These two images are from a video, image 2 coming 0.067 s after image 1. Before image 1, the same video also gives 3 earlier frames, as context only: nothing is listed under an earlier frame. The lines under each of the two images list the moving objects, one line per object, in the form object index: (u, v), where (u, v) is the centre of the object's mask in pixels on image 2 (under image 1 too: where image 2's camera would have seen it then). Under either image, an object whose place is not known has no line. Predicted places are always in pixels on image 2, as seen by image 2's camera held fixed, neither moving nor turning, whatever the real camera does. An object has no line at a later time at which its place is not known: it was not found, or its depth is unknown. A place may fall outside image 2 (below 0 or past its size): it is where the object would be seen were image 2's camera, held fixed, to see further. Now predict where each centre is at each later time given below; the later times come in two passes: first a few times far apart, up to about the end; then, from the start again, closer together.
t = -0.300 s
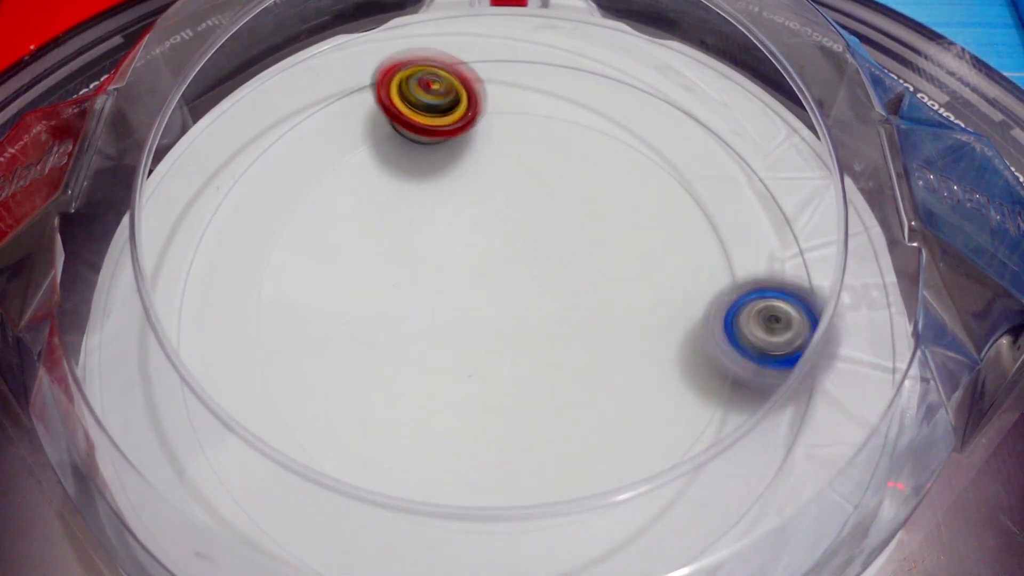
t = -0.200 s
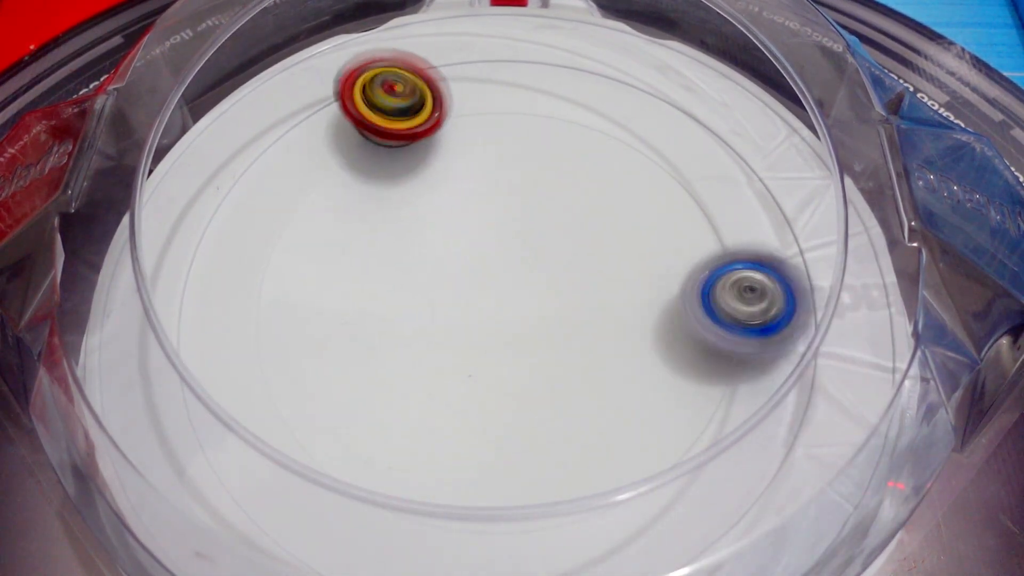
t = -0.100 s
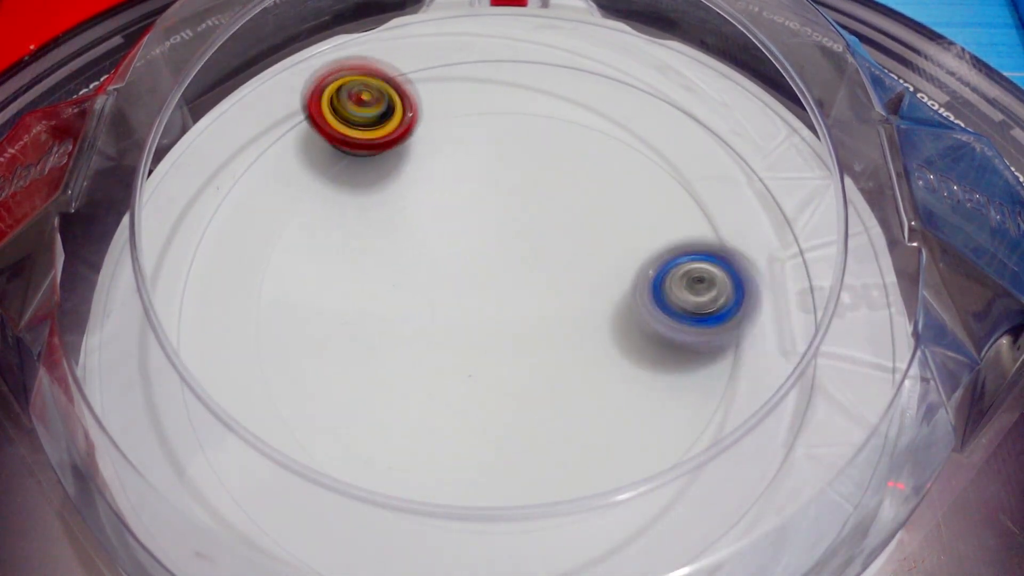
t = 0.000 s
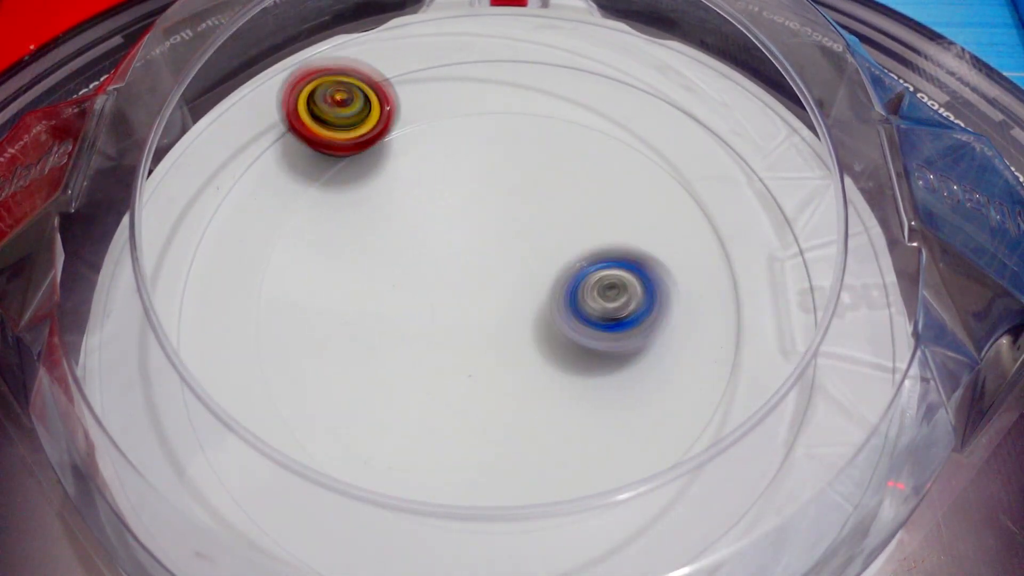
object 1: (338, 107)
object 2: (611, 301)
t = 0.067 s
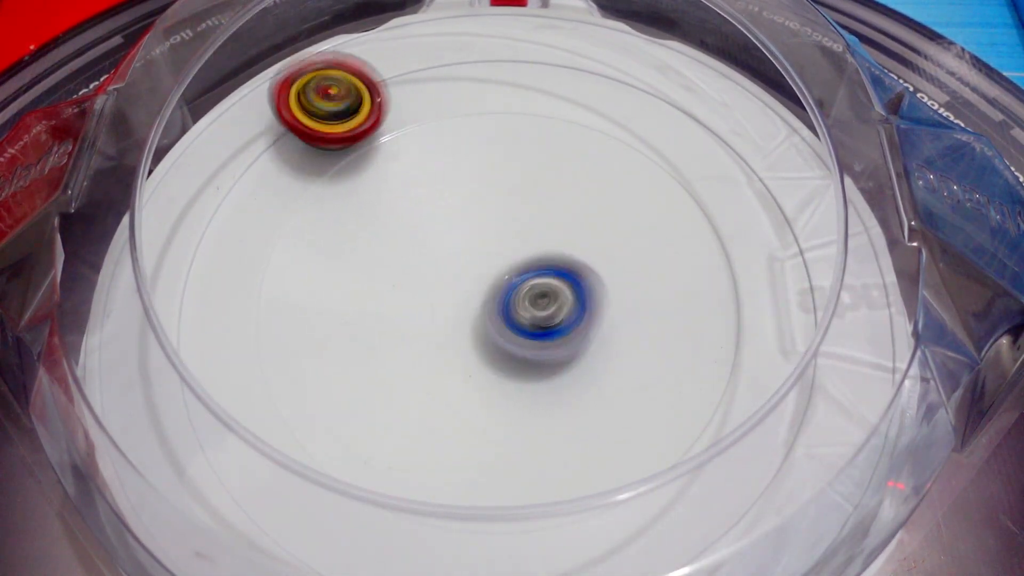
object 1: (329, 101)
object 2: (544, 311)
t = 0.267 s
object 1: (340, 84)
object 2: (400, 282)
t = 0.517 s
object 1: (387, 53)
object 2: (455, 223)
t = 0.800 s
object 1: (432, 48)
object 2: (573, 289)
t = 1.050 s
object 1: (466, 53)
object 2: (422, 353)
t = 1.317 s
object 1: (486, 123)
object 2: (397, 217)
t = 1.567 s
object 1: (623, 150)
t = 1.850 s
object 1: (689, 193)
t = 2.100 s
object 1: (685, 98)
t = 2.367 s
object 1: (557, 138)
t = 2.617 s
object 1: (453, 281)
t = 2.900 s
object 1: (423, 306)
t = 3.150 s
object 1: (477, 231)
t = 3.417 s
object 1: (512, 132)
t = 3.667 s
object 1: (503, 182)
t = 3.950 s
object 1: (390, 295)
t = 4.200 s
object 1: (393, 329)
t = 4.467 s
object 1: (392, 263)
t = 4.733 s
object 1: (216, 133)
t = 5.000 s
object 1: (373, 236)
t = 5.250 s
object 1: (431, 404)
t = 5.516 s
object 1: (517, 420)
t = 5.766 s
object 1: (547, 337)
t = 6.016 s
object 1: (594, 289)
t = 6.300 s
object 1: (563, 232)
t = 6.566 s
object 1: (467, 197)
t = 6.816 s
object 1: (429, 251)
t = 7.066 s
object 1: (406, 285)
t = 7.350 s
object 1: (404, 285)
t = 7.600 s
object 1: (408, 288)
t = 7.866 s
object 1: (415, 306)
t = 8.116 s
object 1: (434, 300)
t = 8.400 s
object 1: (444, 259)
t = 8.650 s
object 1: (443, 270)
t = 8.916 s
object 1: (442, 284)
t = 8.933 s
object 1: (443, 283)
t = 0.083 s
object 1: (327, 99)
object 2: (526, 313)
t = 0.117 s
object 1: (326, 93)
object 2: (491, 316)
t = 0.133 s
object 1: (325, 89)
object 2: (477, 314)
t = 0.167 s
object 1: (323, 81)
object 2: (451, 309)
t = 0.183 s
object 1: (325, 81)
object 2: (439, 304)
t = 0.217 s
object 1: (331, 82)
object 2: (421, 296)
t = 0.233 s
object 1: (333, 83)
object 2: (411, 292)
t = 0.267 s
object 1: (340, 84)
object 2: (400, 282)
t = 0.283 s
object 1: (343, 83)
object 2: (397, 277)
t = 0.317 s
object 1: (350, 82)
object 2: (394, 266)
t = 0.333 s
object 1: (352, 81)
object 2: (393, 259)
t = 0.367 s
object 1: (360, 78)
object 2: (396, 253)
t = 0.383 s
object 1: (362, 75)
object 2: (401, 249)
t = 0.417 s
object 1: (368, 71)
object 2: (409, 241)
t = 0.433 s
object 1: (372, 67)
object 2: (417, 235)
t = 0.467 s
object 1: (377, 60)
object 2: (432, 231)
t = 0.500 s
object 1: (384, 53)
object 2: (447, 228)
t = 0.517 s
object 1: (387, 53)
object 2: (455, 223)
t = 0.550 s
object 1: (393, 54)
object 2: (473, 221)
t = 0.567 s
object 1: (397, 55)
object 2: (483, 219)
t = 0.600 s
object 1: (404, 53)
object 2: (500, 217)
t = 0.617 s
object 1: (406, 52)
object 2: (512, 216)
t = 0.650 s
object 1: (412, 48)
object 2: (532, 219)
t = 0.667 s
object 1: (415, 47)
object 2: (539, 222)
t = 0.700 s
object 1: (419, 46)
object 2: (556, 233)
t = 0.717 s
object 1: (421, 47)
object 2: (562, 242)
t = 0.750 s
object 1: (425, 47)
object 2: (571, 259)
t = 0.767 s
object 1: (427, 48)
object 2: (574, 268)
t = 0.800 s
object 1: (432, 48)
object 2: (573, 289)
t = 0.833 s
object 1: (435, 47)
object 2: (565, 311)
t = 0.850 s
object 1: (438, 47)
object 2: (555, 323)
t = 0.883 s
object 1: (443, 47)
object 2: (539, 340)
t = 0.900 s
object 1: (445, 47)
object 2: (530, 348)
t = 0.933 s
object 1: (450, 48)
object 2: (505, 360)
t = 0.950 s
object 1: (452, 47)
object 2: (493, 362)
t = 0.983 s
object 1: (456, 49)
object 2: (468, 364)
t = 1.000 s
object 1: (459, 50)
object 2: (455, 363)
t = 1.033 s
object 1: (463, 51)
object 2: (432, 356)
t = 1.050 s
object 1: (466, 53)
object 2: (422, 353)
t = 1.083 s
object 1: (470, 55)
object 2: (402, 340)
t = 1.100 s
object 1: (472, 57)
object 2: (396, 333)
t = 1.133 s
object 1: (478, 61)
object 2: (382, 318)
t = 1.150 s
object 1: (480, 63)
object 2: (379, 308)
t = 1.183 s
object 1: (484, 69)
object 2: (372, 290)
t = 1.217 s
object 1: (487, 75)
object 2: (370, 270)
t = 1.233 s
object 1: (488, 79)
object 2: (372, 262)
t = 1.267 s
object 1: (490, 92)
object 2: (376, 244)
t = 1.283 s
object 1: (488, 100)
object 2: (383, 235)
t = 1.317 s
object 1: (486, 123)
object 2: (397, 217)
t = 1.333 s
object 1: (487, 133)
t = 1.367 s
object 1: (516, 124)
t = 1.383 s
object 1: (530, 123)
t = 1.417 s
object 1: (554, 120)
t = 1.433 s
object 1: (565, 121)
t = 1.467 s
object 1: (584, 123)
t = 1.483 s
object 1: (593, 126)
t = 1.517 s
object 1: (608, 133)
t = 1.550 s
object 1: (618, 145)
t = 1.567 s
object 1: (623, 150)
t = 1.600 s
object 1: (627, 164)
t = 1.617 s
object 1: (630, 173)
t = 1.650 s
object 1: (628, 188)
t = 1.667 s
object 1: (628, 198)
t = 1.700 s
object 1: (622, 218)
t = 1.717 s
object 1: (617, 230)
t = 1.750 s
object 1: (606, 251)
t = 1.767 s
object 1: (601, 263)
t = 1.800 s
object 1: (621, 251)
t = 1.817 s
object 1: (644, 229)
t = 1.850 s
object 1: (689, 193)
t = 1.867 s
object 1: (707, 175)
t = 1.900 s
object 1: (741, 147)
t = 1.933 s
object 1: (765, 129)
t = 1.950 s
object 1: (782, 116)
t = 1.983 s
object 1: (756, 108)
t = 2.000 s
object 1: (747, 103)
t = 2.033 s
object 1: (729, 96)
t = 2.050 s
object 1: (719, 94)
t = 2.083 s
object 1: (697, 95)
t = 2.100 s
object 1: (685, 98)
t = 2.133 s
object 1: (666, 97)
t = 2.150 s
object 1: (656, 98)
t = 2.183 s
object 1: (639, 101)
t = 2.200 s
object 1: (631, 102)
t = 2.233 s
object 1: (615, 110)
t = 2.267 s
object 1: (595, 124)
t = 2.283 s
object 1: (583, 132)
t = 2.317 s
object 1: (558, 148)
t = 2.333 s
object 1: (559, 142)
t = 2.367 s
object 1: (557, 138)
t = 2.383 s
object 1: (553, 140)
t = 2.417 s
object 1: (545, 145)
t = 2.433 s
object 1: (541, 149)
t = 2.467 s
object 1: (526, 165)
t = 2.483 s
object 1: (517, 173)
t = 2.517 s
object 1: (499, 196)
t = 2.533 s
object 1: (489, 210)
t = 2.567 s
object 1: (471, 239)
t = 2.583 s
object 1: (465, 252)
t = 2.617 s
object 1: (453, 281)
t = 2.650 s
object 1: (437, 296)
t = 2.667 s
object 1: (430, 301)
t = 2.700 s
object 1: (418, 310)
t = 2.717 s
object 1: (416, 316)
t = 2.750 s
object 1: (414, 325)
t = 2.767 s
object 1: (416, 329)
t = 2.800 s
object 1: (422, 340)
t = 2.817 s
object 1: (425, 345)
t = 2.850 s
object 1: (424, 329)
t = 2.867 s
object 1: (420, 323)
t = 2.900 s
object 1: (423, 306)
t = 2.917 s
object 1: (424, 298)
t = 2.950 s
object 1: (429, 284)
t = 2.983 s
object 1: (436, 271)
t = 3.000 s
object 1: (438, 266)
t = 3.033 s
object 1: (448, 255)
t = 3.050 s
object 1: (450, 250)
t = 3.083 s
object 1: (459, 242)
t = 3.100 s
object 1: (465, 239)
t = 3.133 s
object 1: (473, 233)
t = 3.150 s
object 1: (477, 231)
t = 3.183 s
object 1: (485, 228)
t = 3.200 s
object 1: (490, 228)
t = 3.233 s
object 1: (498, 214)
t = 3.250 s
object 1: (502, 203)
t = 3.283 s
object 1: (507, 183)
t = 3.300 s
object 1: (508, 173)
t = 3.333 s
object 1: (511, 158)
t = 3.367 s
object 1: (513, 146)
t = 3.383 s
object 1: (513, 141)
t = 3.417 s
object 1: (512, 132)
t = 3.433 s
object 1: (513, 131)
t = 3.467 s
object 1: (511, 127)
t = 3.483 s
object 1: (511, 128)
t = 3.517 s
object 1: (509, 131)
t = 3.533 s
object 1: (508, 130)
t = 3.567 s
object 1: (506, 139)
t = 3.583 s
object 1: (506, 144)
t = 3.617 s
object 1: (505, 157)
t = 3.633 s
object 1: (503, 165)
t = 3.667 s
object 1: (503, 182)
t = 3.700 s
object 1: (501, 202)
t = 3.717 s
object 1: (503, 213)
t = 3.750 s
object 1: (485, 228)
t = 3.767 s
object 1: (470, 228)
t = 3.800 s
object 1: (441, 236)
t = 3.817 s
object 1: (429, 240)
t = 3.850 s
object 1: (409, 250)
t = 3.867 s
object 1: (402, 258)
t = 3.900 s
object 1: (391, 271)
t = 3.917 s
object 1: (387, 280)
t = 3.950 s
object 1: (390, 295)
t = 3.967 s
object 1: (392, 302)
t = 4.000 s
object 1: (406, 321)
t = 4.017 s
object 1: (417, 329)
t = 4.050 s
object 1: (439, 345)
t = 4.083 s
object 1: (467, 361)
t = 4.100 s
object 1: (471, 354)
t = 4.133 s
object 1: (439, 348)
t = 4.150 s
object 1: (423, 346)
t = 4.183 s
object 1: (398, 335)
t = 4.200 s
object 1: (393, 329)
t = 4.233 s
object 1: (377, 318)
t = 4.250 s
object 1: (374, 313)
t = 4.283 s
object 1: (367, 303)
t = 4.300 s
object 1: (366, 298)
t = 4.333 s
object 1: (365, 290)
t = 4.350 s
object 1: (367, 285)
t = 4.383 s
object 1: (371, 278)
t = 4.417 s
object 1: (378, 271)
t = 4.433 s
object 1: (382, 268)
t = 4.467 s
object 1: (392, 263)
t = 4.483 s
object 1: (398, 261)
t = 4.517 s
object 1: (372, 243)
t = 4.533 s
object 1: (348, 225)
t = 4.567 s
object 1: (305, 198)
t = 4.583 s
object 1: (286, 183)
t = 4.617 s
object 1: (255, 162)
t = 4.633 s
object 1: (240, 155)
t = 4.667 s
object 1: (219, 136)
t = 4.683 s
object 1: (215, 133)
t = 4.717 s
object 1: (213, 135)
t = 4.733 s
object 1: (216, 133)
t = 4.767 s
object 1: (232, 145)
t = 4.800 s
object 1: (248, 149)
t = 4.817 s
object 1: (259, 159)
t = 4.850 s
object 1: (272, 166)
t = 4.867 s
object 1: (282, 169)
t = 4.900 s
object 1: (300, 181)
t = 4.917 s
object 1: (312, 188)
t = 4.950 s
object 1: (334, 204)
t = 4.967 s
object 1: (348, 212)
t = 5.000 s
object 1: (373, 236)
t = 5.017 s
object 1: (388, 244)
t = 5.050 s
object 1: (418, 270)
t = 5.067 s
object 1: (431, 282)
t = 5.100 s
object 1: (415, 306)
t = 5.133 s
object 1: (407, 332)
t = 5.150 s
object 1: (406, 343)
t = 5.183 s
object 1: (409, 365)
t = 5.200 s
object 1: (413, 377)
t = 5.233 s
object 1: (424, 396)
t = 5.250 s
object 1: (431, 404)
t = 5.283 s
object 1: (446, 421)
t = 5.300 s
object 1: (453, 427)
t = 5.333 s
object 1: (467, 433)
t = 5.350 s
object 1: (473, 435)
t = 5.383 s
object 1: (485, 438)
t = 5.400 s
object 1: (489, 436)
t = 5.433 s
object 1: (500, 435)
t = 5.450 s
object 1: (503, 433)
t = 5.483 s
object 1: (510, 426)
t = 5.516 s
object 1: (517, 420)
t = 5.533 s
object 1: (519, 415)
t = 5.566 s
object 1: (525, 405)
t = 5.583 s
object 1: (526, 399)
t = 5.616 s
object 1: (526, 385)
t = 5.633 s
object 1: (526, 379)
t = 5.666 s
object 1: (524, 362)
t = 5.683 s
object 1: (523, 354)
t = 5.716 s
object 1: (517, 338)
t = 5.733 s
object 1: (521, 333)
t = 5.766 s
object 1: (547, 337)
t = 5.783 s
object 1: (555, 335)
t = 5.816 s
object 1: (573, 328)
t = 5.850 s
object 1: (585, 324)
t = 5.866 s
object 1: (589, 320)
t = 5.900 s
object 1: (593, 315)
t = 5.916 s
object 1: (594, 312)
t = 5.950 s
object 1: (596, 304)
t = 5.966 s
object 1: (596, 301)
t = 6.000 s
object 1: (594, 294)
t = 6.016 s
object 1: (594, 289)
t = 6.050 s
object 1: (589, 282)
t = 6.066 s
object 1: (585, 280)
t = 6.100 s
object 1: (574, 275)
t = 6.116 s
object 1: (568, 273)
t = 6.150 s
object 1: (571, 262)
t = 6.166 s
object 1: (577, 256)
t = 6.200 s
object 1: (581, 248)
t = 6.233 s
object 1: (578, 242)
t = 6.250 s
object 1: (574, 239)
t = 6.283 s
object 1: (567, 234)
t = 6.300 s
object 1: (563, 232)
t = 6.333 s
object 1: (551, 229)
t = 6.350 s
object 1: (544, 228)
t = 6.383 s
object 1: (532, 227)
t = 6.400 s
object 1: (527, 228)
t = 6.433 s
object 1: (515, 231)
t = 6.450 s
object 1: (506, 224)
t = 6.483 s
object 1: (493, 209)
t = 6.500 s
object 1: (490, 205)
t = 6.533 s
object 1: (481, 197)
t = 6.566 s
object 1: (467, 197)
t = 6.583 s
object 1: (464, 198)
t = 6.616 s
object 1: (458, 200)
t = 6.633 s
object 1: (454, 202)
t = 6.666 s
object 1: (448, 208)
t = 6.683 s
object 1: (444, 212)
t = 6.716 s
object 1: (439, 220)
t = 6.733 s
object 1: (437, 224)
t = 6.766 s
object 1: (433, 236)
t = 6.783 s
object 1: (430, 242)
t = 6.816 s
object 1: (429, 251)
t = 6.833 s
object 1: (430, 256)
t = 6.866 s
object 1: (409, 257)
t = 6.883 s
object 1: (400, 255)
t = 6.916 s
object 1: (394, 255)
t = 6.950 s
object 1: (394, 258)
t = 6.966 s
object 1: (395, 261)
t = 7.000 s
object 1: (398, 268)
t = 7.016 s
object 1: (400, 272)
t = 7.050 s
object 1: (403, 281)
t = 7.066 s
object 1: (406, 285)
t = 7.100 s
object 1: (410, 293)
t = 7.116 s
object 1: (408, 294)
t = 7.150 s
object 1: (409, 298)
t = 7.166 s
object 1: (410, 299)
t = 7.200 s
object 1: (401, 297)
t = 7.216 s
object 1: (400, 295)
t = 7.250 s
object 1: (399, 292)
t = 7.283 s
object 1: (400, 289)
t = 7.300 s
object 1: (400, 287)
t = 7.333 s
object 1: (402, 285)
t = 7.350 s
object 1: (404, 285)
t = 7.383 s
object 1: (412, 288)
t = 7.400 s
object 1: (411, 288)
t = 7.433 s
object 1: (413, 285)
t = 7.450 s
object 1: (415, 284)
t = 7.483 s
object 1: (419, 281)
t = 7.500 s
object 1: (422, 280)
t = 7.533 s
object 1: (421, 284)
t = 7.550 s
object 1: (416, 286)
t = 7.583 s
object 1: (408, 288)
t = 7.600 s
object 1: (408, 288)
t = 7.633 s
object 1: (413, 289)
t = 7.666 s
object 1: (422, 292)
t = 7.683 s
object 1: (426, 293)
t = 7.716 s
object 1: (422, 294)
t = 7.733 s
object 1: (422, 295)
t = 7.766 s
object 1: (423, 297)
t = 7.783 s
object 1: (425, 298)
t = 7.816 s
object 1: (428, 302)
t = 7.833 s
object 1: (426, 305)
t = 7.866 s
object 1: (415, 306)
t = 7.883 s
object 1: (411, 306)
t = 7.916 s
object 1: (406, 304)
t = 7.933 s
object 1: (406, 303)
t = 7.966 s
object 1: (410, 302)
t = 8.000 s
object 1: (419, 301)
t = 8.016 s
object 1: (425, 302)
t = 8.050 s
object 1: (438, 303)
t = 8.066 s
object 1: (441, 303)
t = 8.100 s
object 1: (438, 304)
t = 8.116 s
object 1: (434, 300)
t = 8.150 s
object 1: (431, 288)
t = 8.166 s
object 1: (431, 283)
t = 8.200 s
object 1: (435, 274)
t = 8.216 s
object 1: (438, 272)
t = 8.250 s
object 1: (447, 268)
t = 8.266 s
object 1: (445, 265)
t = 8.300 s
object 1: (442, 261)
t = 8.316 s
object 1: (442, 260)
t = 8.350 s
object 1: (444, 259)
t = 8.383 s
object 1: (444, 259)
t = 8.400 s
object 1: (444, 259)
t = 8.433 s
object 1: (445, 260)
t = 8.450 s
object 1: (444, 260)
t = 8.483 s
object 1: (445, 260)
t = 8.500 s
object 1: (446, 260)
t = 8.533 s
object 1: (446, 261)
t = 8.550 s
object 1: (446, 262)
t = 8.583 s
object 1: (445, 265)
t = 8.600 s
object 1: (445, 266)
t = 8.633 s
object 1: (444, 268)
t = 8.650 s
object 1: (443, 270)
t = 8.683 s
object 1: (441, 274)
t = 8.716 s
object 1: (438, 279)
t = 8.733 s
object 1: (436, 281)
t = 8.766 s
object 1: (433, 284)
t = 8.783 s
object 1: (432, 285)
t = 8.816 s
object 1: (432, 287)
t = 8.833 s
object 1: (432, 287)
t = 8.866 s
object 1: (435, 287)
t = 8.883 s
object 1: (437, 286)
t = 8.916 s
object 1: (442, 284)
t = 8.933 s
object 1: (443, 283)
